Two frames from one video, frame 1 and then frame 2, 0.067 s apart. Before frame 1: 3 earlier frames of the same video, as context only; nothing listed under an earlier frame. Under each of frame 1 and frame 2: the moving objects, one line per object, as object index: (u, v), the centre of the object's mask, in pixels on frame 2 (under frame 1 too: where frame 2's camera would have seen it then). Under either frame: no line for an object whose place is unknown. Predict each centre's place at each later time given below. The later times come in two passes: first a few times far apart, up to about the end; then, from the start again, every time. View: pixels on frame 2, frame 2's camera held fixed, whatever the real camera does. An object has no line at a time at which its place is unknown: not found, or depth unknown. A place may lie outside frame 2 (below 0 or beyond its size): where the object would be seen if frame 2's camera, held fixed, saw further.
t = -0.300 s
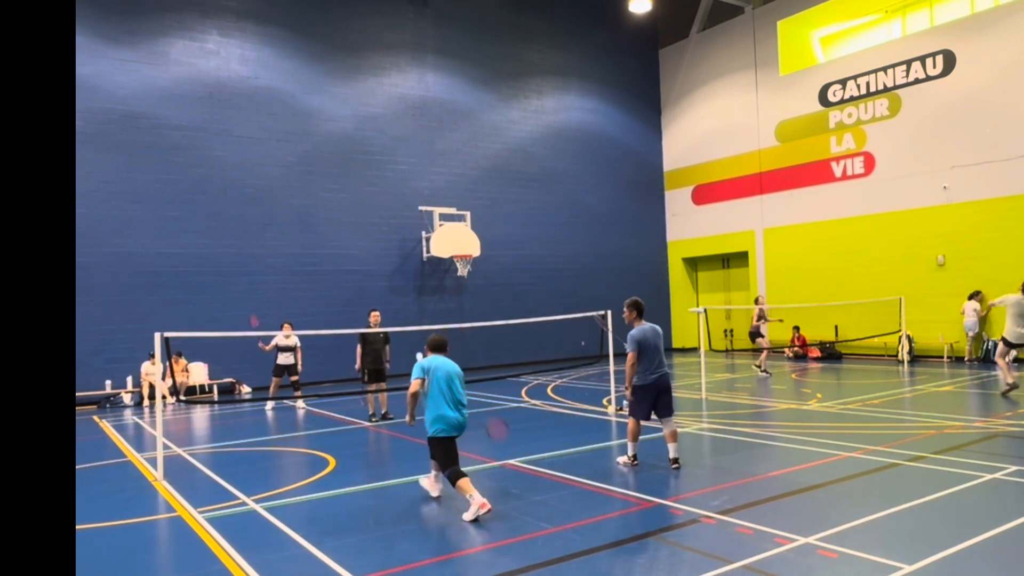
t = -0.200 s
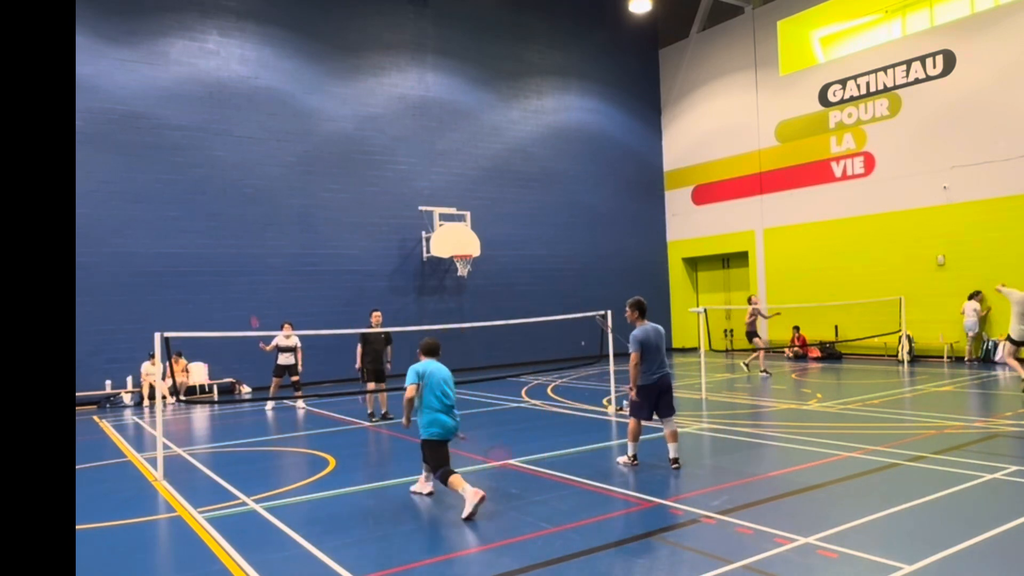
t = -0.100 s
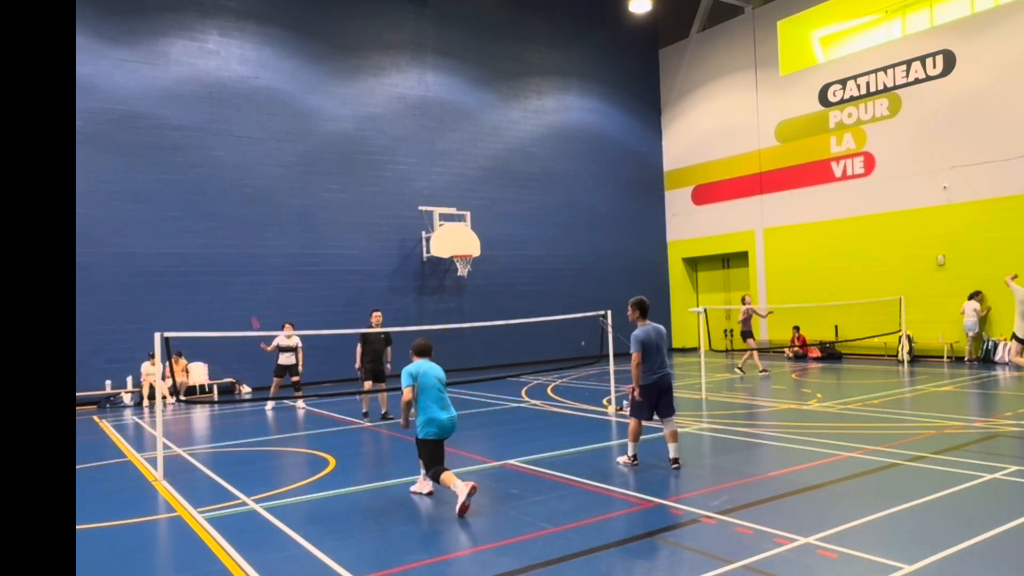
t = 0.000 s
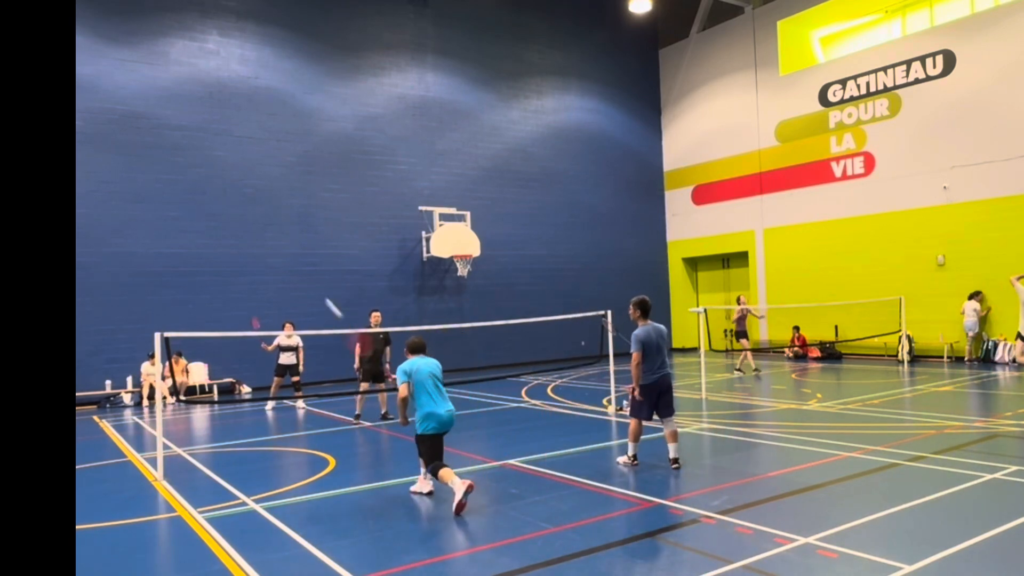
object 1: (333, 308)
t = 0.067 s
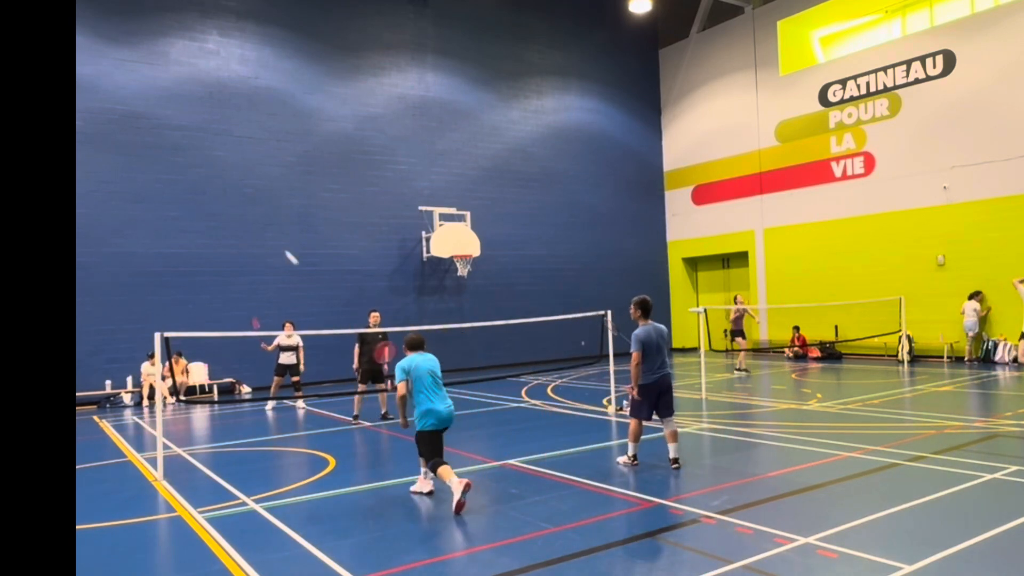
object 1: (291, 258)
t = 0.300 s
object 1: (209, 179)
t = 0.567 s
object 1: (162, 168)
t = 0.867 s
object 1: (133, 205)
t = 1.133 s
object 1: (120, 266)
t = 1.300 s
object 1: (115, 311)
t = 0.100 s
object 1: (275, 239)
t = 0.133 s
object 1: (260, 224)
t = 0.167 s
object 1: (248, 212)
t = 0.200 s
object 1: (236, 201)
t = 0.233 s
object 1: (226, 193)
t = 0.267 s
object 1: (217, 185)
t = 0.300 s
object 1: (209, 179)
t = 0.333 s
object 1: (201, 175)
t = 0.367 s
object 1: (194, 172)
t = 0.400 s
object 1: (188, 169)
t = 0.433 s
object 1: (182, 167)
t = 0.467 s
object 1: (176, 166)
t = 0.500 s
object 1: (171, 166)
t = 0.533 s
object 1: (167, 167)
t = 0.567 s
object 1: (162, 168)
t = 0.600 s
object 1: (158, 170)
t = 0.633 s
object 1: (154, 172)
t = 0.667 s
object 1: (150, 176)
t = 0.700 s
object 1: (147, 179)
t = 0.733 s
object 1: (143, 183)
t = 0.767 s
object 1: (141, 188)
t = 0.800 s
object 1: (138, 194)
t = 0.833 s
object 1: (135, 199)
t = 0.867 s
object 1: (133, 205)
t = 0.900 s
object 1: (131, 212)
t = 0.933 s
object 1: (129, 218)
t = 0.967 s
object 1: (127, 226)
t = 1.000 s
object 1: (125, 233)
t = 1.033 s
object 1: (124, 241)
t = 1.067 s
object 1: (122, 249)
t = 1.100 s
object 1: (121, 257)
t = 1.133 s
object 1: (120, 266)
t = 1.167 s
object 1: (119, 274)
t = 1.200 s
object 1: (117, 283)
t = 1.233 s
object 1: (116, 292)
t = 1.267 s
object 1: (116, 302)
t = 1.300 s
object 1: (115, 311)
